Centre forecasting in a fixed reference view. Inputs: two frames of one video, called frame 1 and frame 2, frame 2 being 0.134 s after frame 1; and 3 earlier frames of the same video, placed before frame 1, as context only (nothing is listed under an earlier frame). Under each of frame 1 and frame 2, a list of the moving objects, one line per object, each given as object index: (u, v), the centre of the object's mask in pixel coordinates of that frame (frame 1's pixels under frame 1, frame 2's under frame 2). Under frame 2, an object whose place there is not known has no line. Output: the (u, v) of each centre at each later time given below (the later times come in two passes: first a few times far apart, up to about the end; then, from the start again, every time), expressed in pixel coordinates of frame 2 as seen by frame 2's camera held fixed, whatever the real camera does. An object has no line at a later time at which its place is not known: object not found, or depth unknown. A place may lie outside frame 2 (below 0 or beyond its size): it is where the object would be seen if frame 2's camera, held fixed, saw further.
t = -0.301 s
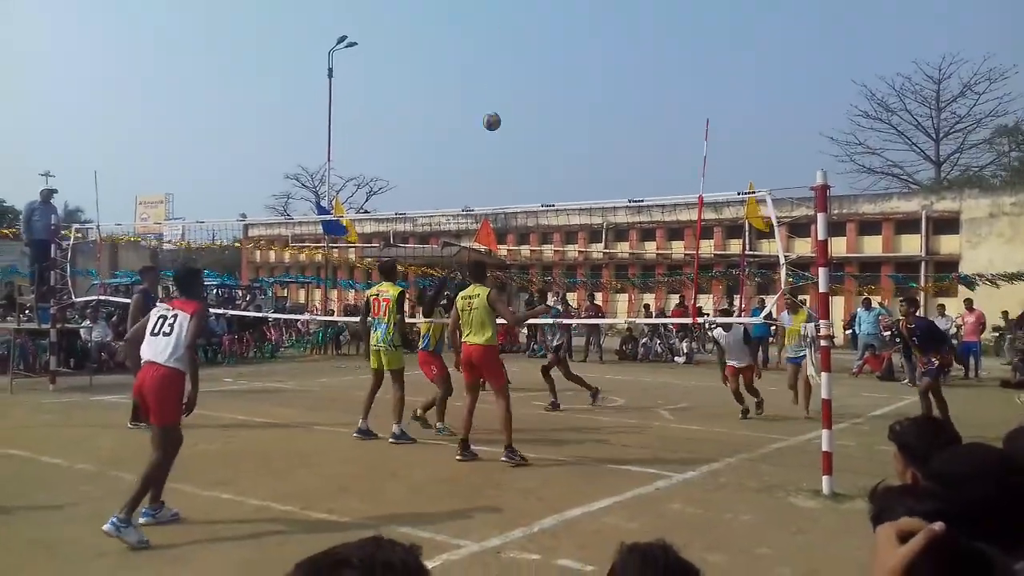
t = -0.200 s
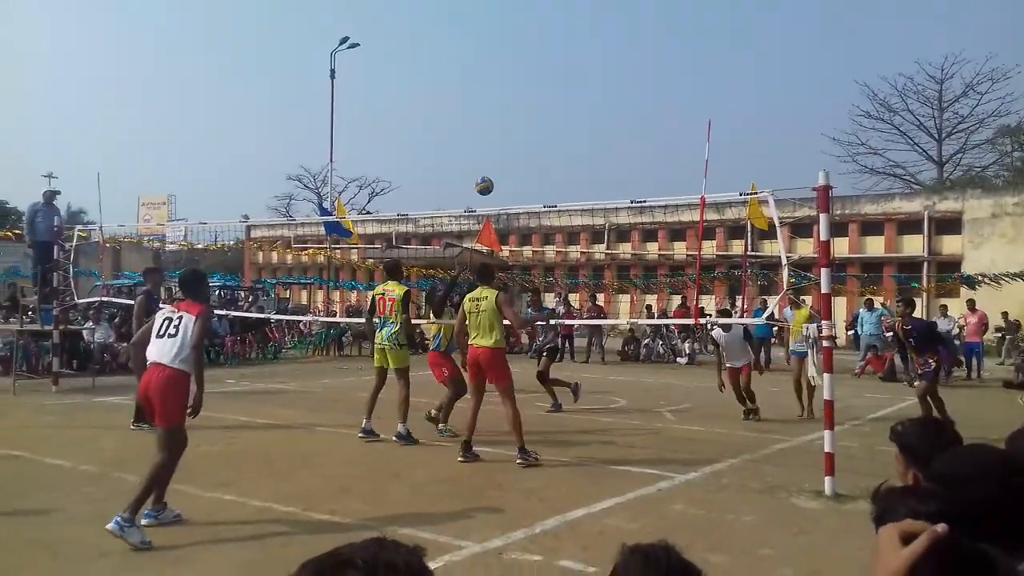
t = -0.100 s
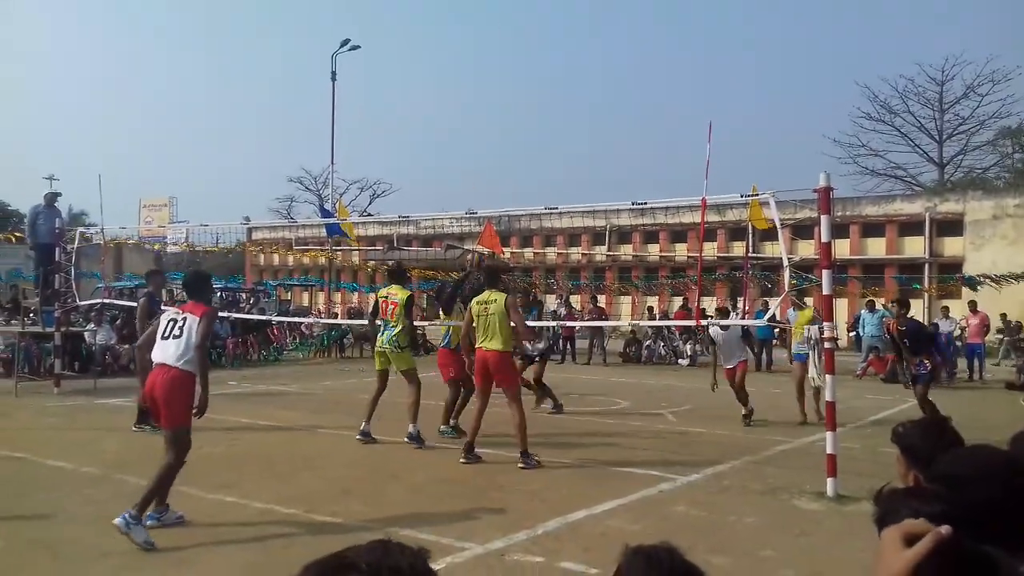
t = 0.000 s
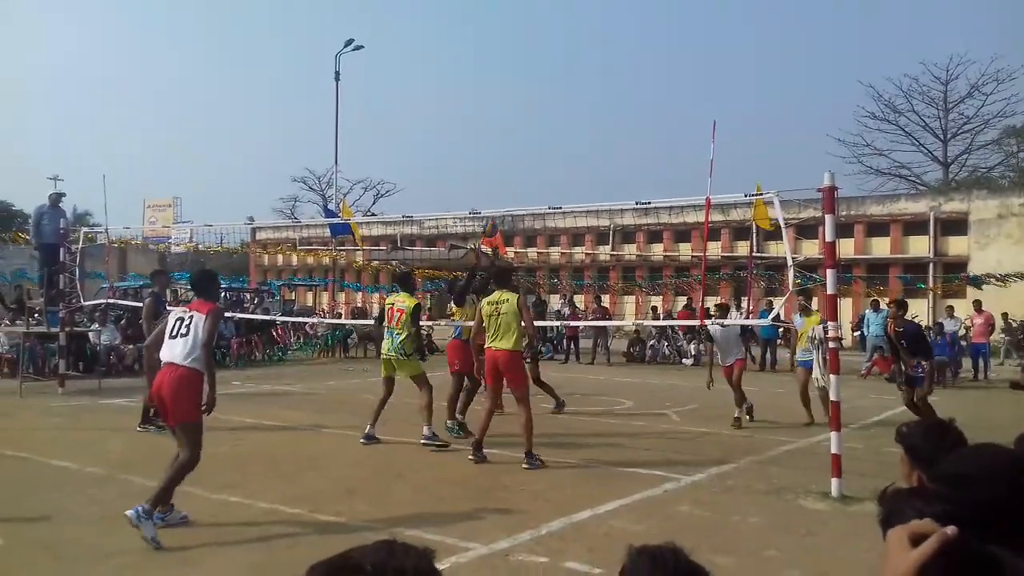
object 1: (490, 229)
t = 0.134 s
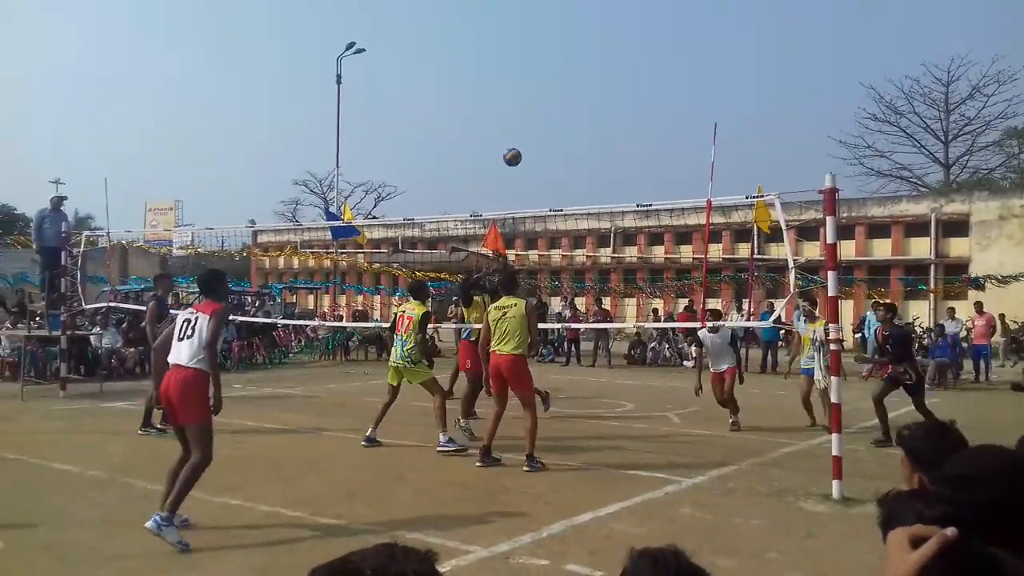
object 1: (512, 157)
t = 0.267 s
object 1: (534, 97)
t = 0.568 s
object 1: (586, 14)
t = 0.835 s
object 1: (636, 8)
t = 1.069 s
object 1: (682, 57)
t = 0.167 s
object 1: (518, 141)
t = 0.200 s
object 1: (523, 125)
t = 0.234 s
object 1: (529, 111)
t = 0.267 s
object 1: (534, 97)
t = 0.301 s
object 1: (540, 84)
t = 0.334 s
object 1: (546, 72)
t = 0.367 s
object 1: (552, 61)
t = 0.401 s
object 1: (557, 50)
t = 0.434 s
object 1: (563, 42)
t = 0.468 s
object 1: (569, 33)
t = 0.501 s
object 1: (575, 26)
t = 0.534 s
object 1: (580, 20)
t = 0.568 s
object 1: (586, 14)
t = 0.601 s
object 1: (592, 10)
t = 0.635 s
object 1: (599, 6)
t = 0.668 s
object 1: (605, 4)
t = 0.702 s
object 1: (611, 3)
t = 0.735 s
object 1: (617, 3)
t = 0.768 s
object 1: (623, 3)
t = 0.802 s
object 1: (630, 5)
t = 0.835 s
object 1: (636, 8)
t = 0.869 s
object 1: (642, 12)
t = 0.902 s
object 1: (649, 16)
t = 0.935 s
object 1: (655, 23)
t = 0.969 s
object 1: (662, 30)
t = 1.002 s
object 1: (669, 38)
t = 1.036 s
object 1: (675, 47)
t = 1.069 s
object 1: (682, 57)
